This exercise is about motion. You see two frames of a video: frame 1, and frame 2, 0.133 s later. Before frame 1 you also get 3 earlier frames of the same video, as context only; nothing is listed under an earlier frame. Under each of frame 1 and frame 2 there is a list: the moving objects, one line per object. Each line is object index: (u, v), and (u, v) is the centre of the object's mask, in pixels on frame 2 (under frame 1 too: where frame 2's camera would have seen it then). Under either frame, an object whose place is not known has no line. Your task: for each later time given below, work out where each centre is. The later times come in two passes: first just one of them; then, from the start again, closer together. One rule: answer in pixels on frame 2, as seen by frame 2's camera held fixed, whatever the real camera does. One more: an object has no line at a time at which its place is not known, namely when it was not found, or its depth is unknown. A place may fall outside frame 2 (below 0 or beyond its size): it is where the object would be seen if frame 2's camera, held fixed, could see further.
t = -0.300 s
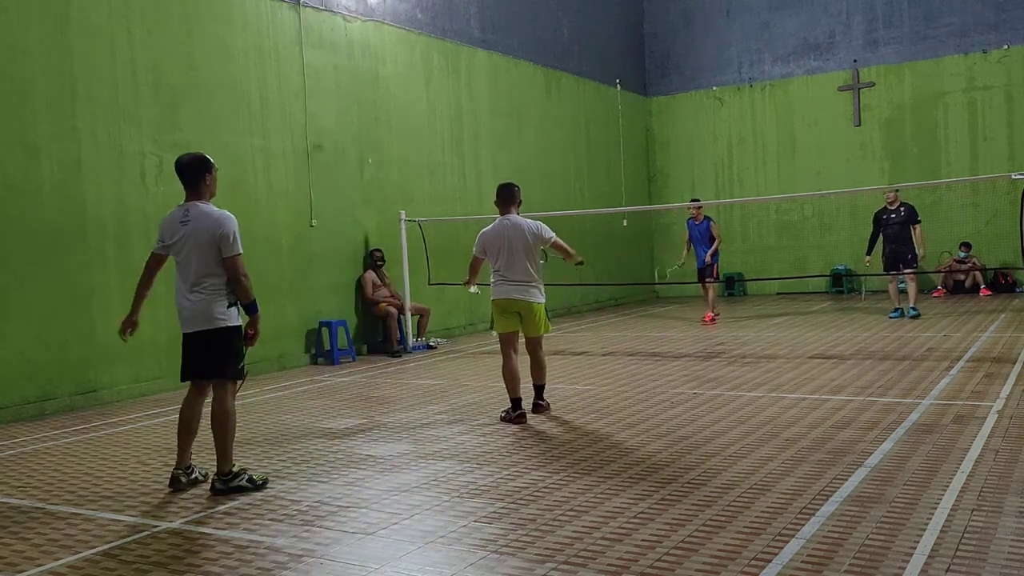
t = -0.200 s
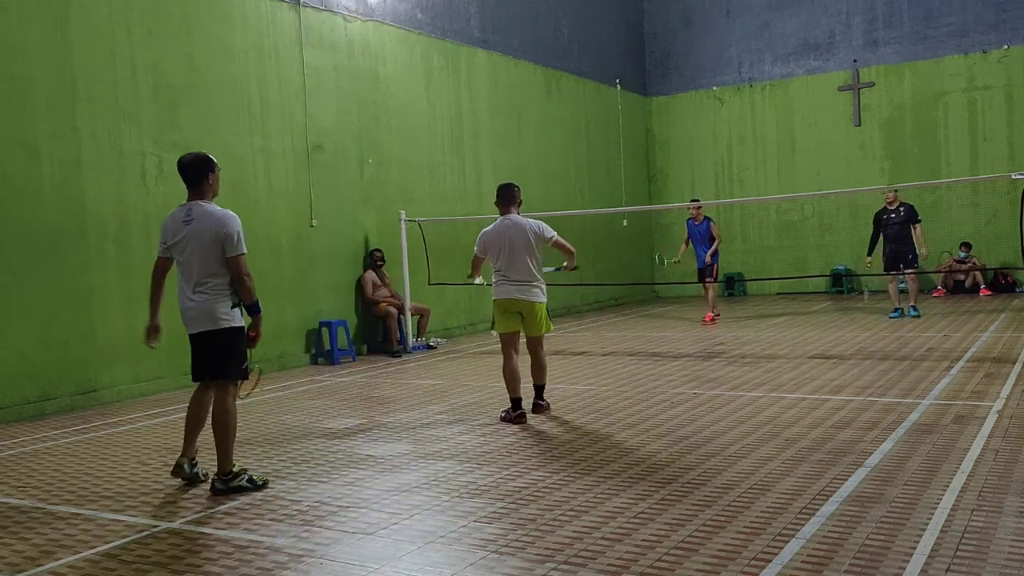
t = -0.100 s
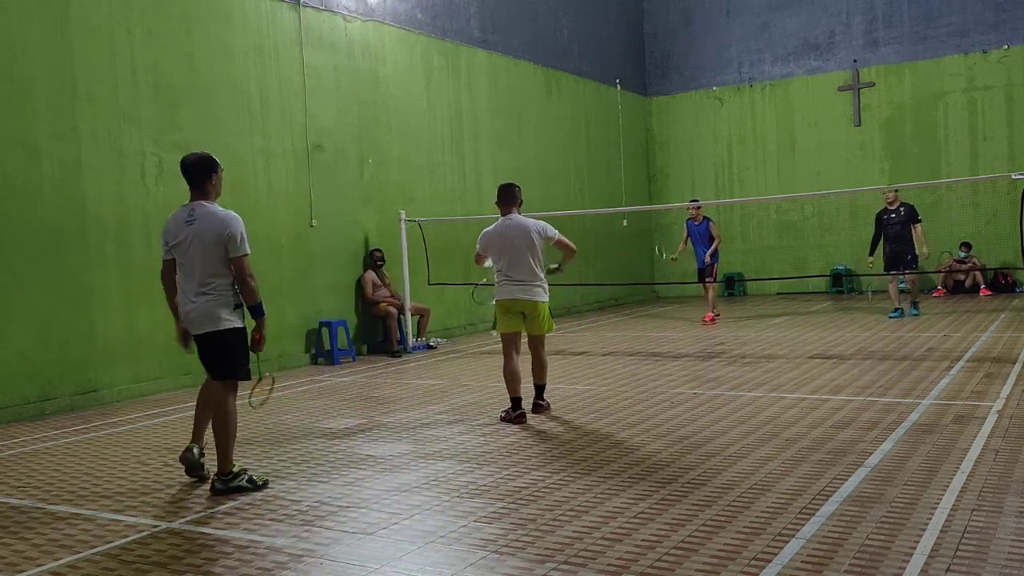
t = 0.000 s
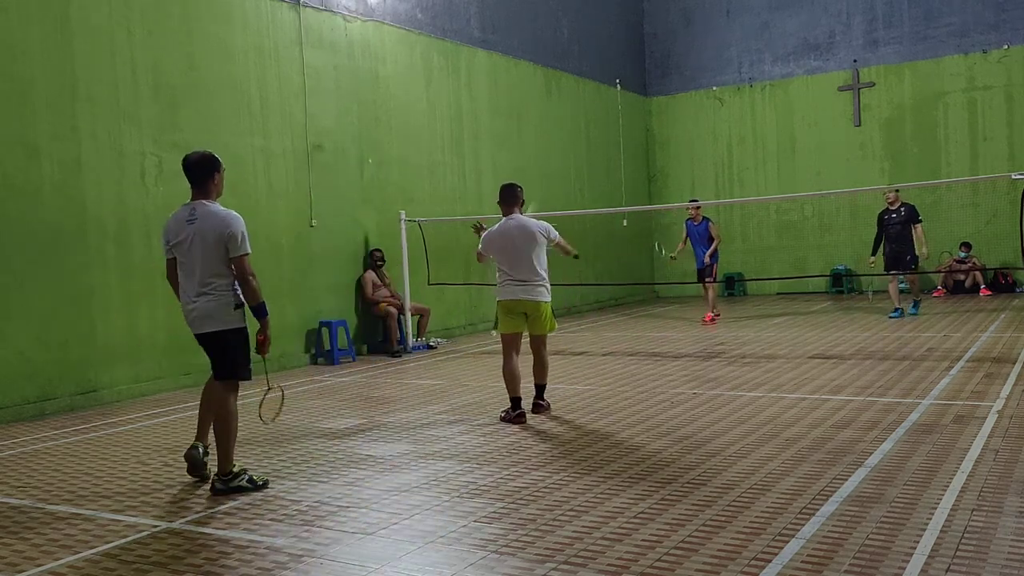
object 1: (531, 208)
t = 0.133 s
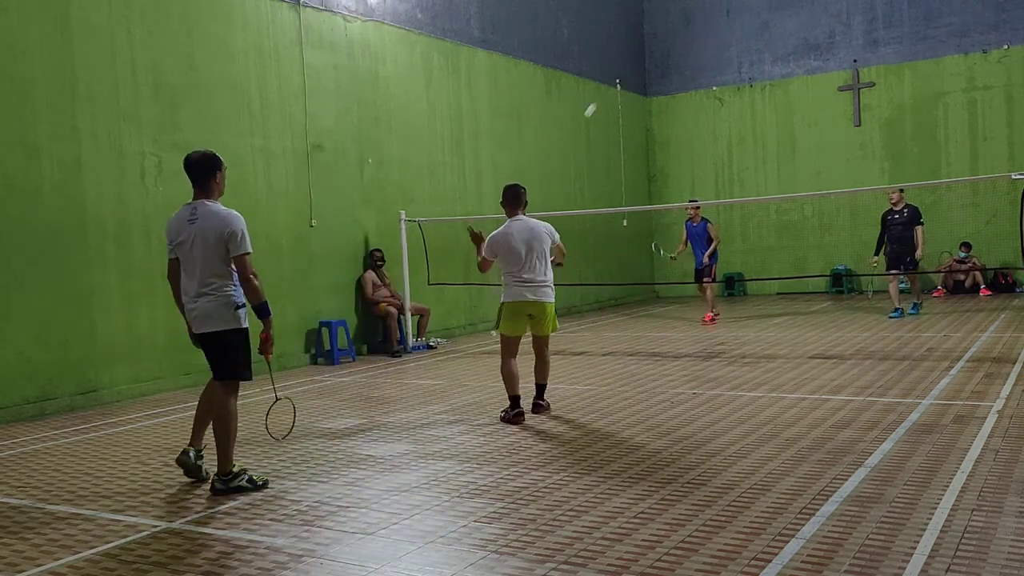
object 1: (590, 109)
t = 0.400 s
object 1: (647, 56)
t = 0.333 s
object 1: (637, 60)
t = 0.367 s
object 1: (642, 58)
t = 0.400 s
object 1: (647, 56)
